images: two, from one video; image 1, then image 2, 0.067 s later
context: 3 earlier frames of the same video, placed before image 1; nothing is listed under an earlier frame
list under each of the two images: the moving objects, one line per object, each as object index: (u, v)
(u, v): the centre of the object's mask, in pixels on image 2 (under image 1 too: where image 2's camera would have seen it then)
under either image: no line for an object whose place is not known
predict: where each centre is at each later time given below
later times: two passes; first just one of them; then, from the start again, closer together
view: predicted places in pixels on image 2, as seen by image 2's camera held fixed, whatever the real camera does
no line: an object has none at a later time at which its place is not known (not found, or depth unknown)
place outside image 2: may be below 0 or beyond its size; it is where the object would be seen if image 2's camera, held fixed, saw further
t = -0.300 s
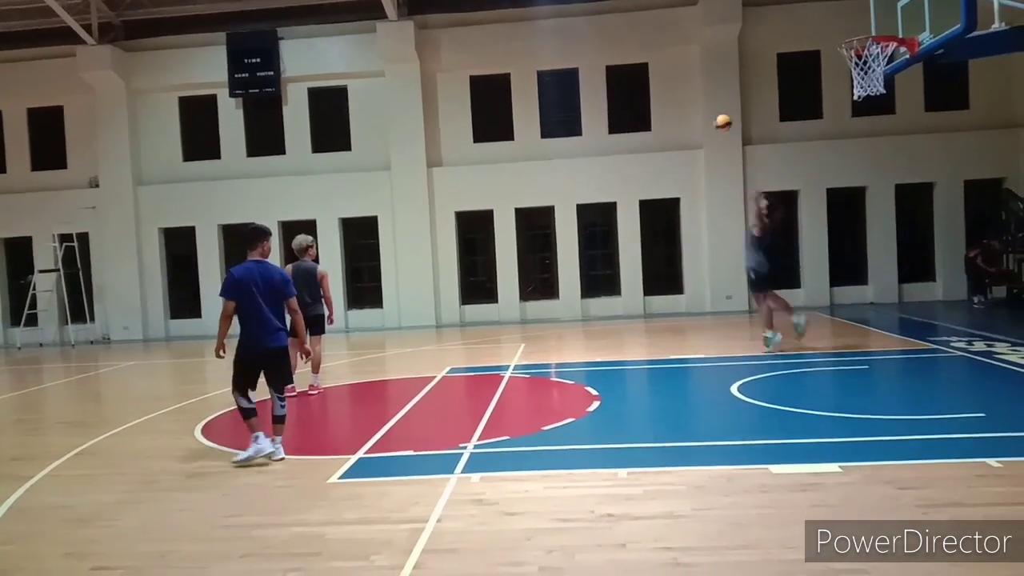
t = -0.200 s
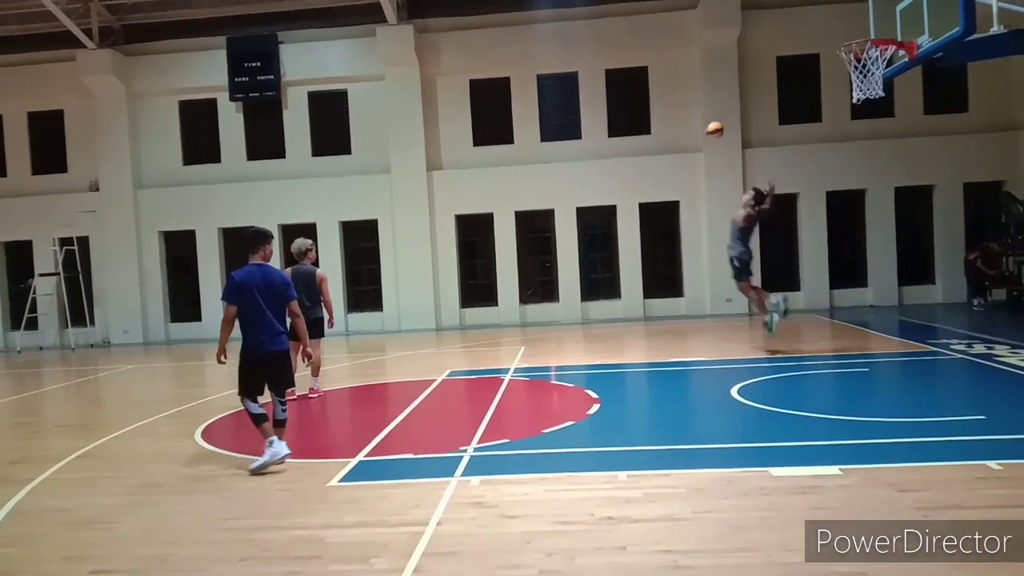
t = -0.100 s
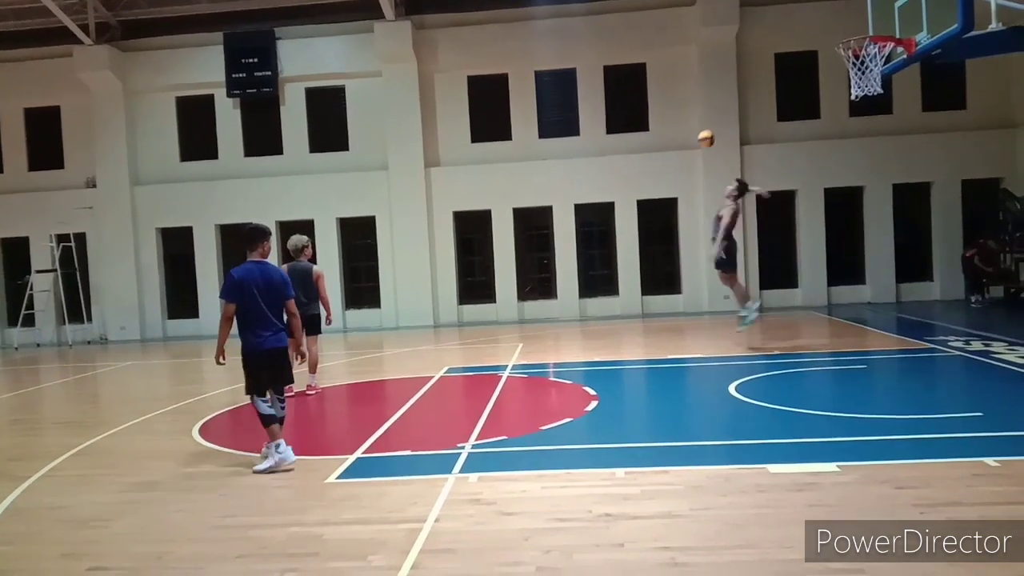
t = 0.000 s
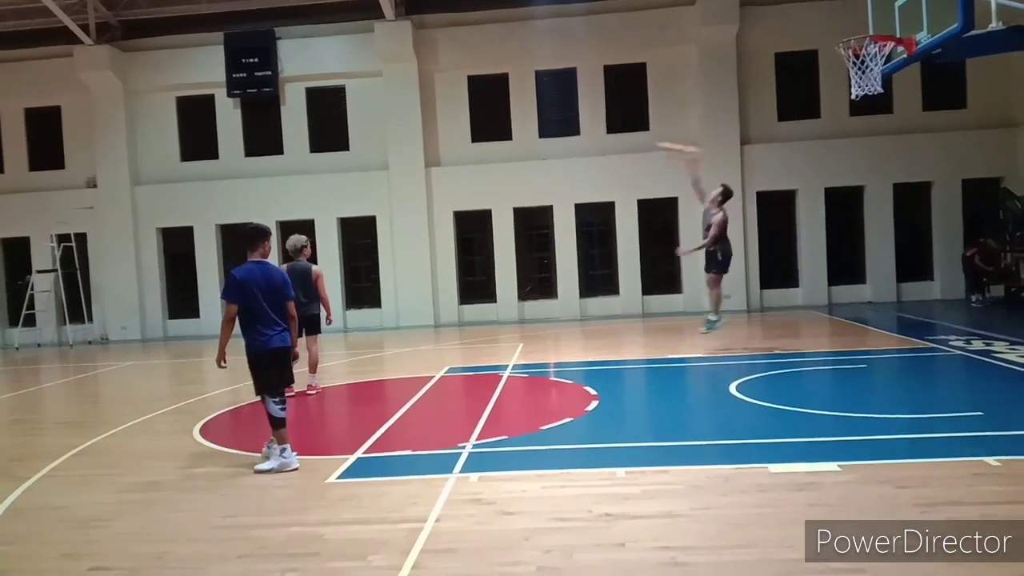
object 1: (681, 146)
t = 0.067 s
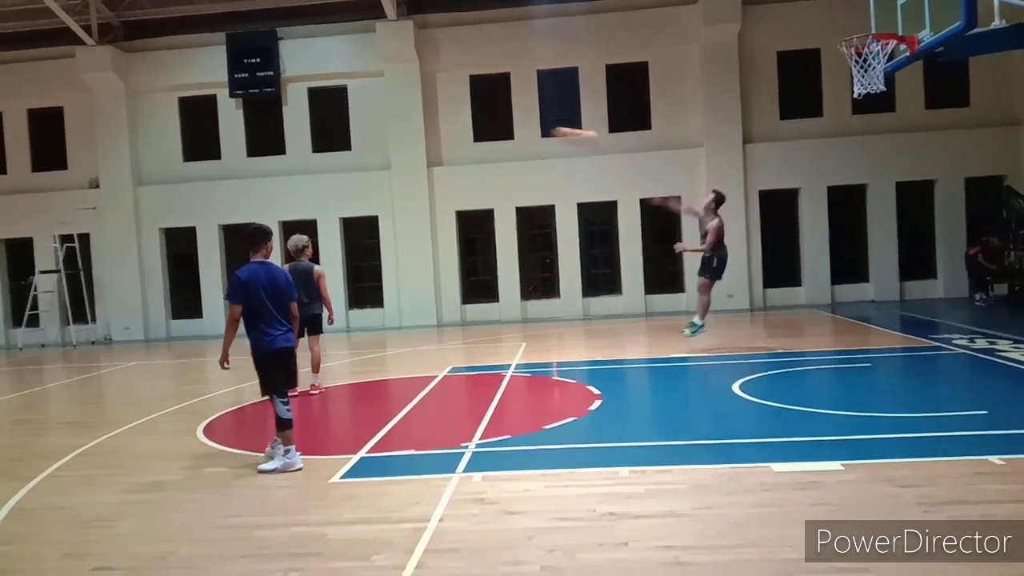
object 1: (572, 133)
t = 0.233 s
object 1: (318, 110)
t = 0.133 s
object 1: (475, 124)
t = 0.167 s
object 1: (421, 117)
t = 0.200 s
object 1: (367, 114)
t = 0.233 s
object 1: (318, 110)
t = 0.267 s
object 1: (263, 107)
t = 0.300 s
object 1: (209, 104)
